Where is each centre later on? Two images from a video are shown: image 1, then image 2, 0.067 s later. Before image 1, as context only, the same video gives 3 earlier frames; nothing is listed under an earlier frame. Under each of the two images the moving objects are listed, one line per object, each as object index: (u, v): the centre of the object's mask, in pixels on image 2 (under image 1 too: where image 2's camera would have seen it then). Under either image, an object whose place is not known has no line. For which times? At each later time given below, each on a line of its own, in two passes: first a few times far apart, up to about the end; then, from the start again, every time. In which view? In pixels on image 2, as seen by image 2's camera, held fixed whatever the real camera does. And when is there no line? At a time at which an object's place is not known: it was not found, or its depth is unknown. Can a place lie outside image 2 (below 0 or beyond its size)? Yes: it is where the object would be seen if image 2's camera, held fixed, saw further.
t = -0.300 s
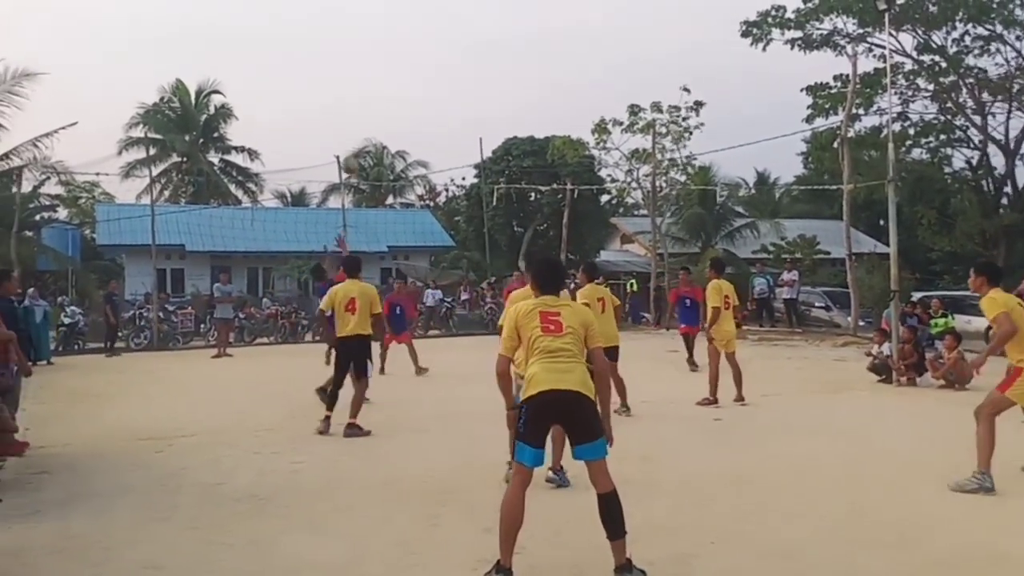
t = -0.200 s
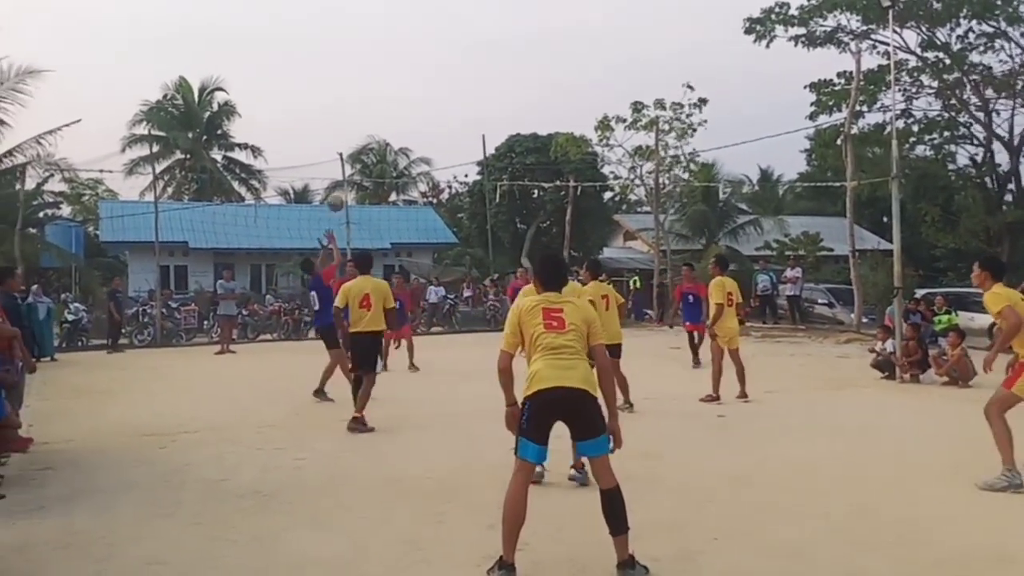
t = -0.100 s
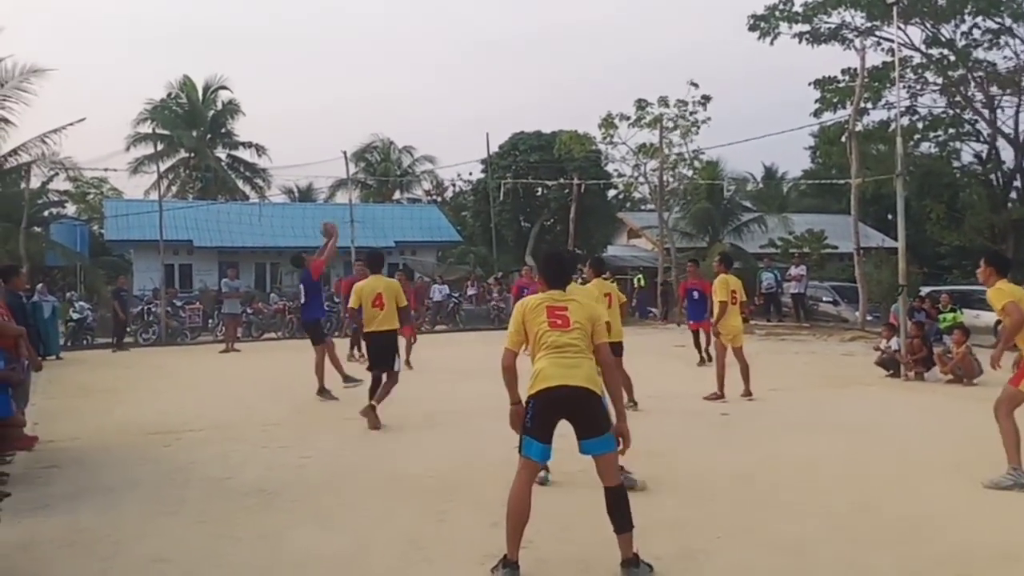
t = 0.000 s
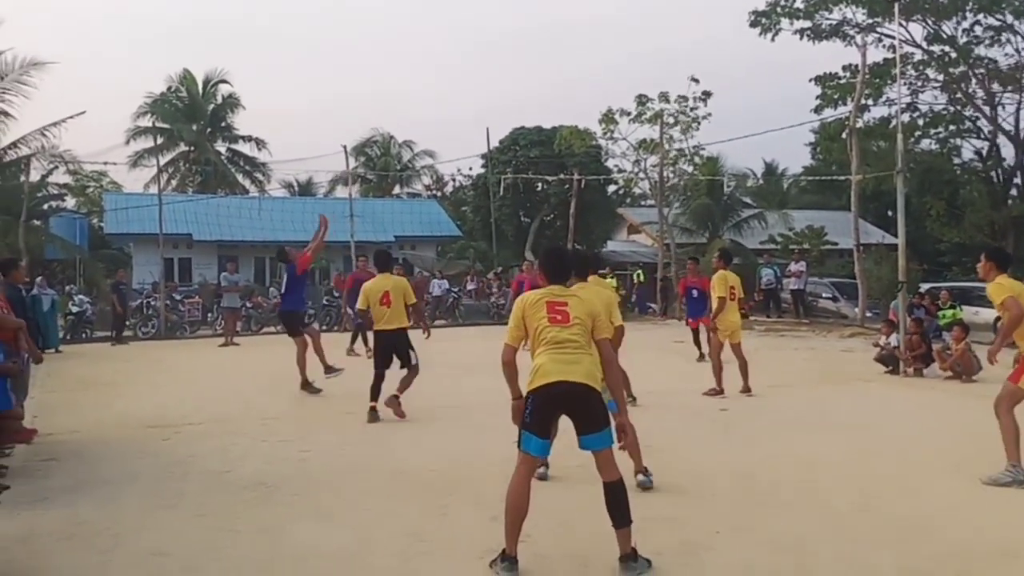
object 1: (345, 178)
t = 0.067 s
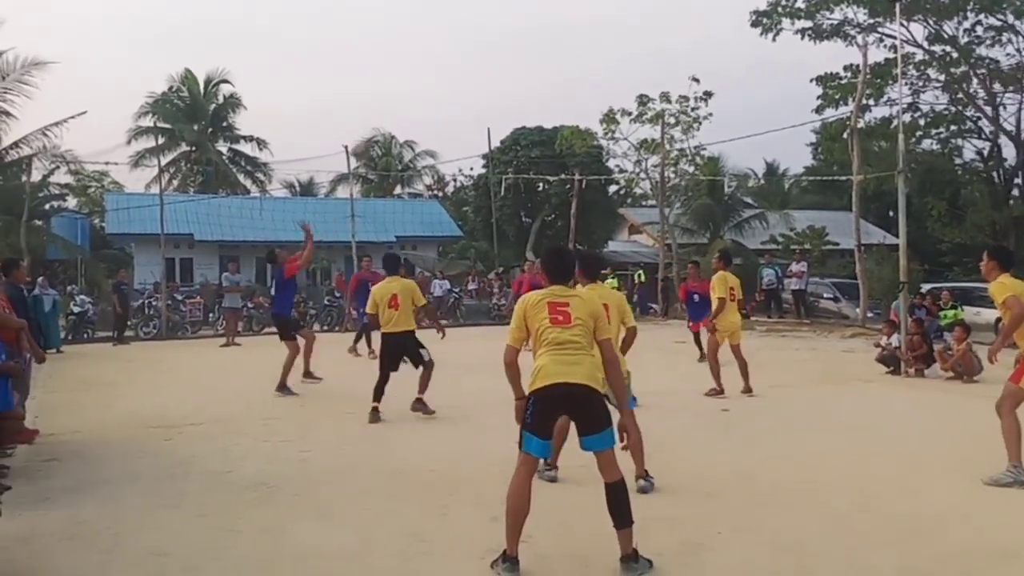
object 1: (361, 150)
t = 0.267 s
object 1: (400, 93)
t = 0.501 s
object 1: (446, 70)
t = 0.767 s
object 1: (497, 99)
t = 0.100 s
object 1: (368, 138)
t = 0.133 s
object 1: (374, 127)
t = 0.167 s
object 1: (381, 117)
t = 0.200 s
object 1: (388, 108)
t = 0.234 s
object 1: (394, 100)
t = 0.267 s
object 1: (400, 93)
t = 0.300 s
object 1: (407, 86)
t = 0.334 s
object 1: (414, 81)
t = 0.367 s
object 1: (420, 77)
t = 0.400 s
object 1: (426, 73)
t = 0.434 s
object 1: (433, 71)
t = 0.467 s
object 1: (440, 70)
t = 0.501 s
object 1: (446, 70)
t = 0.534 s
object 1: (453, 69)
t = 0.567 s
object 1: (459, 71)
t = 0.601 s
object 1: (466, 73)
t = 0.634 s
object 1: (472, 77)
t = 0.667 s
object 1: (478, 81)
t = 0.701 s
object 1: (484, 86)
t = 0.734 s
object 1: (491, 92)
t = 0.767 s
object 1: (497, 99)
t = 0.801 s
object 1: (503, 107)
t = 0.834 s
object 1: (509, 116)
